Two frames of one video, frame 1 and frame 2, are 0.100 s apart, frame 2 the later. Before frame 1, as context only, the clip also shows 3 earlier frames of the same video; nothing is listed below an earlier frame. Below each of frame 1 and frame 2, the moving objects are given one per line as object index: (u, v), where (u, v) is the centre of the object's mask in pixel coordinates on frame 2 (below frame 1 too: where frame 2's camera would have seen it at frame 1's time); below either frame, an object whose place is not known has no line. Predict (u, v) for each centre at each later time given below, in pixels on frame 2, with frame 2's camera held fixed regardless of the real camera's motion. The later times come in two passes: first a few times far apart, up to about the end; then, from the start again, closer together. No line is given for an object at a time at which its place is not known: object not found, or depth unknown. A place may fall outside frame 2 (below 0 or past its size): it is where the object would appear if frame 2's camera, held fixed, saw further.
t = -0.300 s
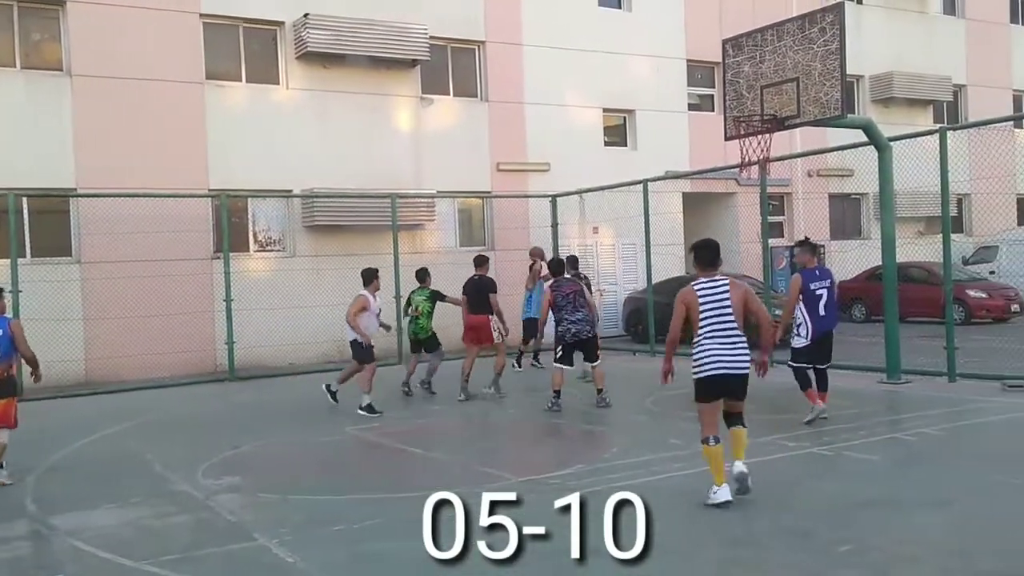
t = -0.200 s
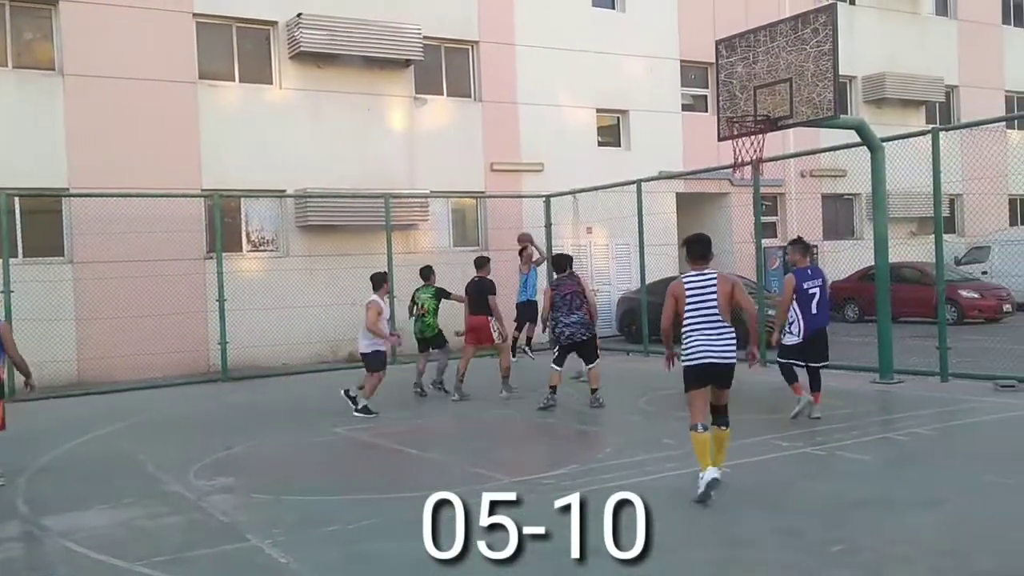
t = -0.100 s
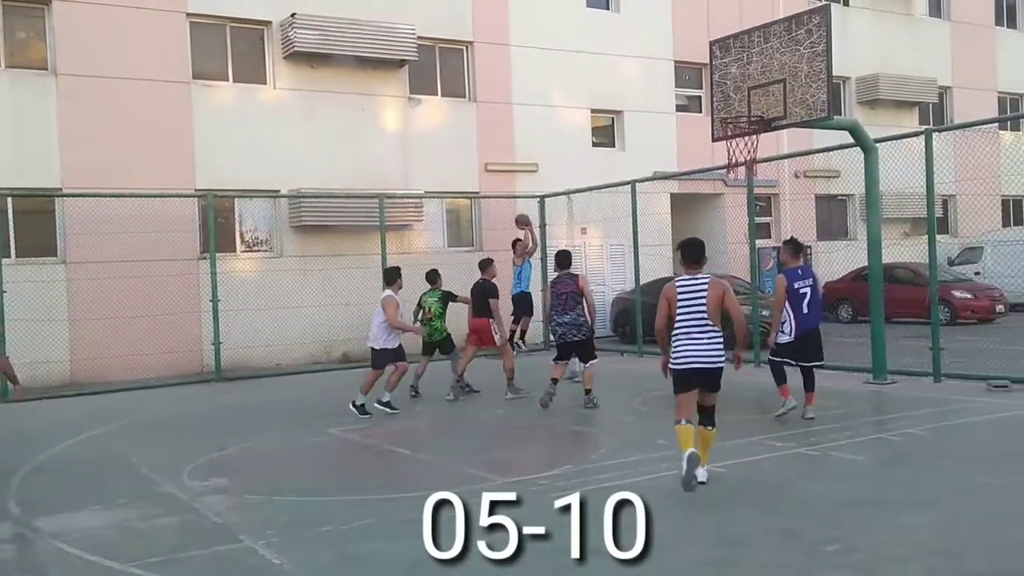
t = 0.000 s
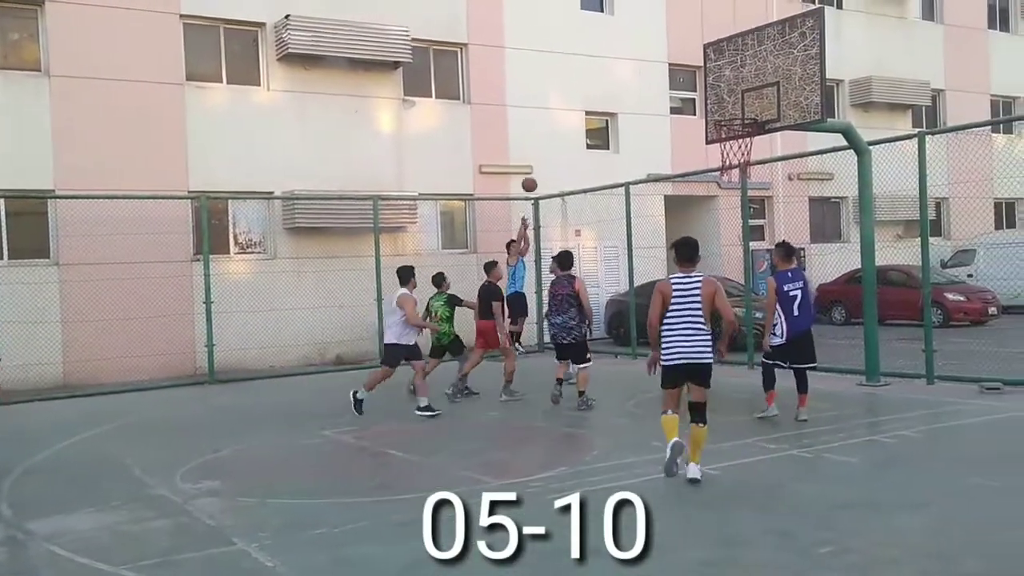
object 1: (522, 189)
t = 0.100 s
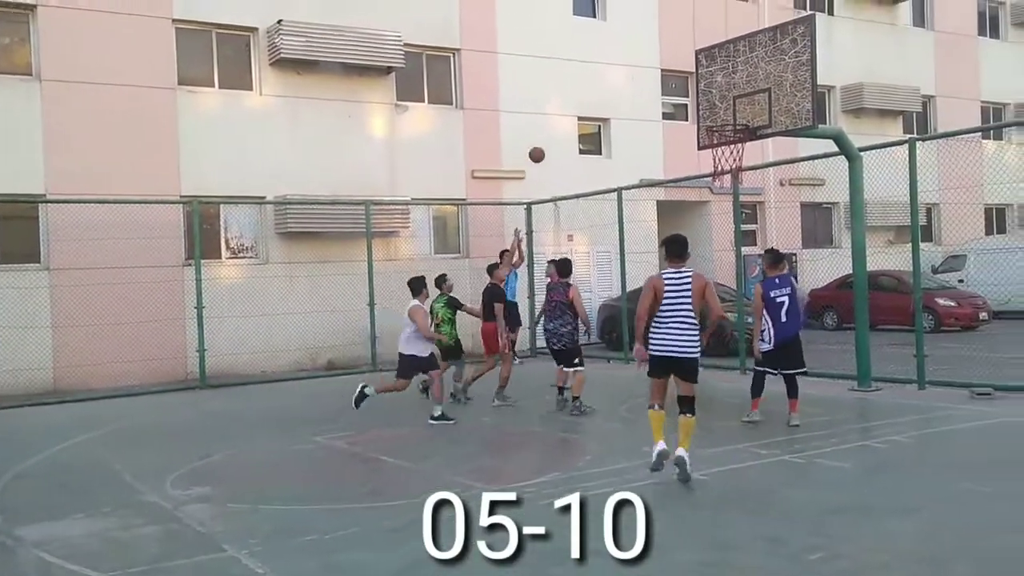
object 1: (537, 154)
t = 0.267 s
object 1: (564, 108)
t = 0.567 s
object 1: (621, 68)
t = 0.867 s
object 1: (691, 100)
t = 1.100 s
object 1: (736, 116)
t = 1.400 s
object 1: (744, 114)
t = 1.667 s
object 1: (748, 114)
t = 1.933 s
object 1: (756, 116)
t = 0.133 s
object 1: (542, 144)
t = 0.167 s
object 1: (547, 134)
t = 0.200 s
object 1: (553, 125)
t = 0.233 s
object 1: (558, 116)
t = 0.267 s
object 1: (564, 108)
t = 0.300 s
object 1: (570, 101)
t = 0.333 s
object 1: (576, 94)
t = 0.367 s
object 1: (581, 88)
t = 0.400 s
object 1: (588, 83)
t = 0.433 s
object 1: (594, 79)
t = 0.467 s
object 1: (601, 75)
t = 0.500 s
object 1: (607, 72)
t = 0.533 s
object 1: (614, 69)
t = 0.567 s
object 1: (621, 68)
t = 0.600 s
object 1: (627, 68)
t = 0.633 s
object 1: (635, 68)
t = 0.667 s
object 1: (642, 69)
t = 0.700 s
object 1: (650, 71)
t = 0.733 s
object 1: (658, 75)
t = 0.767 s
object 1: (664, 80)
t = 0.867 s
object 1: (691, 100)
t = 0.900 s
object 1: (699, 107)
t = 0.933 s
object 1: (709, 116)
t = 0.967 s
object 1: (716, 122)
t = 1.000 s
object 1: (723, 120)
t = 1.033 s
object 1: (730, 120)
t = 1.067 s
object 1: (734, 117)
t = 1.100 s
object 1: (736, 116)
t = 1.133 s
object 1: (736, 115)
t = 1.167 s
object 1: (737, 114)
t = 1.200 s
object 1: (738, 114)
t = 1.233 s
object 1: (740, 115)
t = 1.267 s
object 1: (741, 116)
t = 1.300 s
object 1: (742, 116)
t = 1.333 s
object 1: (743, 115)
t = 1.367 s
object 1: (744, 114)
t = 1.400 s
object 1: (744, 114)
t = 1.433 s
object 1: (744, 114)
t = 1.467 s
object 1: (745, 115)
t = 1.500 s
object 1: (746, 115)
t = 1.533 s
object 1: (746, 115)
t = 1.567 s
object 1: (747, 114)
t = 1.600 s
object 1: (747, 114)
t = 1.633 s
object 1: (747, 113)
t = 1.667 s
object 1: (748, 114)
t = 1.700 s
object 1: (748, 114)
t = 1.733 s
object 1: (748, 114)
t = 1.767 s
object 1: (750, 114)
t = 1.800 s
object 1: (751, 114)
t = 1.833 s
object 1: (752, 114)
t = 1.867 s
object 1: (754, 115)
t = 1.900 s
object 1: (754, 115)
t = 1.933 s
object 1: (756, 116)
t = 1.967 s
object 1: (758, 117)
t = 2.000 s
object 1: (760, 121)
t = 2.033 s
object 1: (764, 124)
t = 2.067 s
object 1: (767, 130)
